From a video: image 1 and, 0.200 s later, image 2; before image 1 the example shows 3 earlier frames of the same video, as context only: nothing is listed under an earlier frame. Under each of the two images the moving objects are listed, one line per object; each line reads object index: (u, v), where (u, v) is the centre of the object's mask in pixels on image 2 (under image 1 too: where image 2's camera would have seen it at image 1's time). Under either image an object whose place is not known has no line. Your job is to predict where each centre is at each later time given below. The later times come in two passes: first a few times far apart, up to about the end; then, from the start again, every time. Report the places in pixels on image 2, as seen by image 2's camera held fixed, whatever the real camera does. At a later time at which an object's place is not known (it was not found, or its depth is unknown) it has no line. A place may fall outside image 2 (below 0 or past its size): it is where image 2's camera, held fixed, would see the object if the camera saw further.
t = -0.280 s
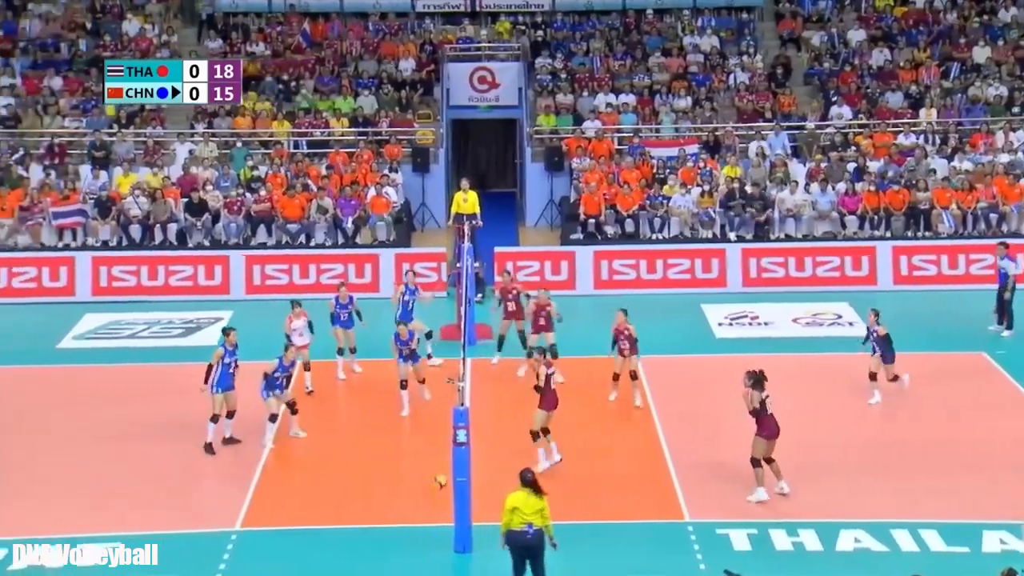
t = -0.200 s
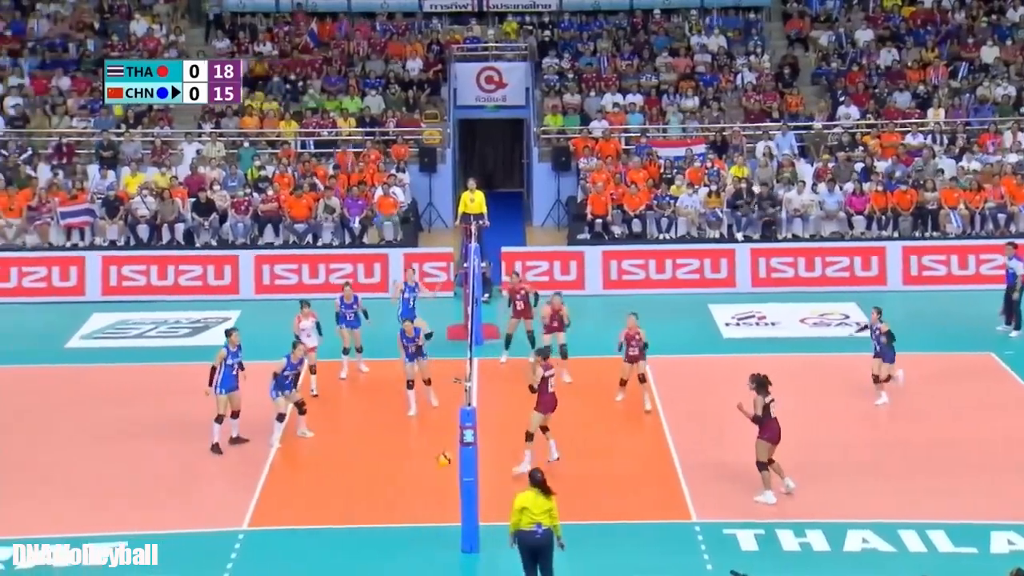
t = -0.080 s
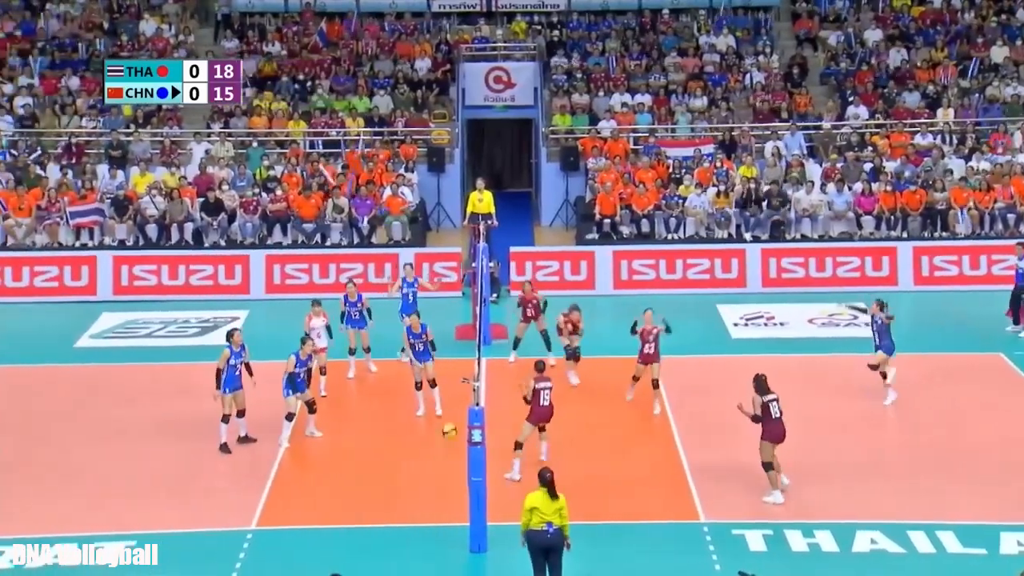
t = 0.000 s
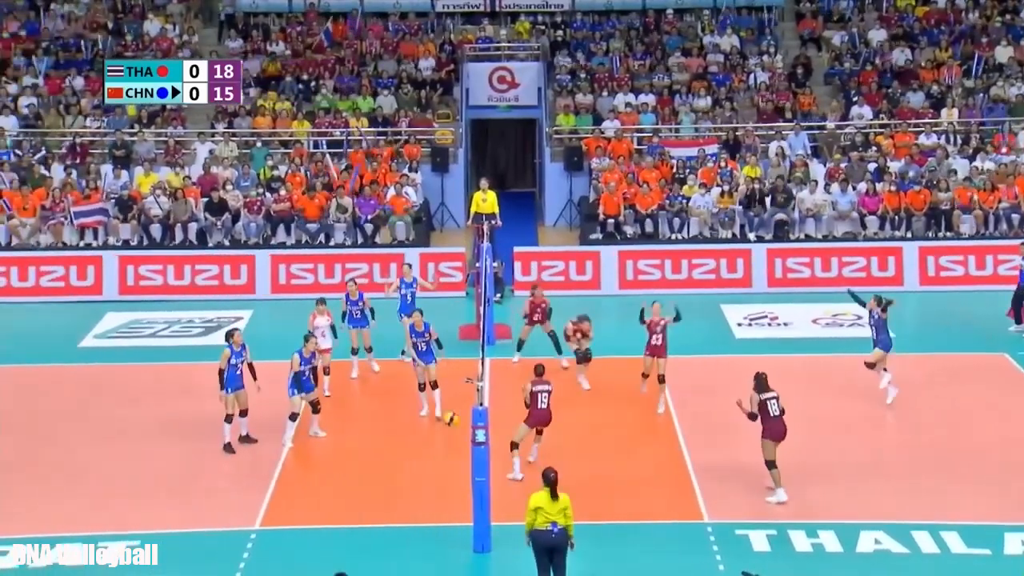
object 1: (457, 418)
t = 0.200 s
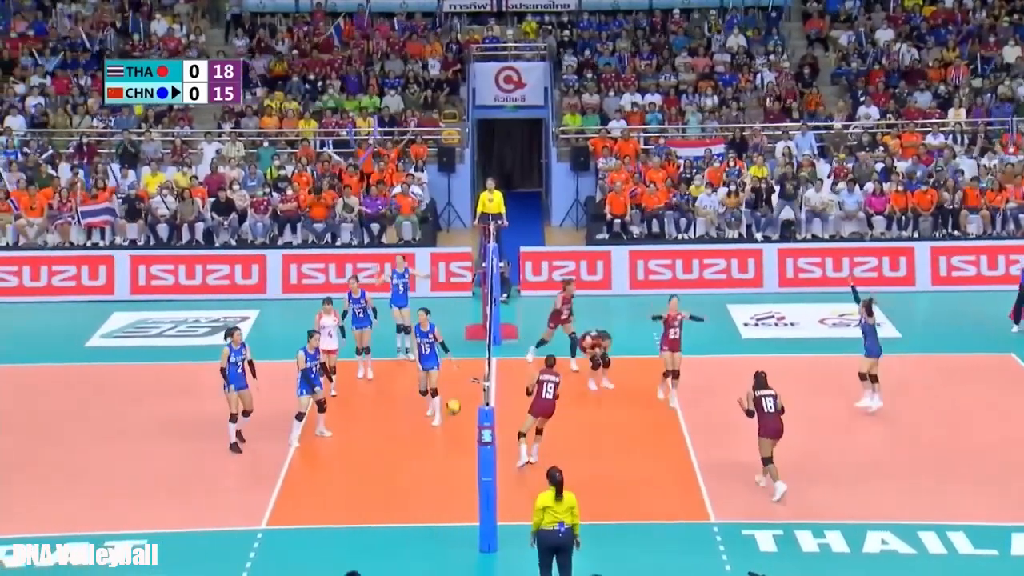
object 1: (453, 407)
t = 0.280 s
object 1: (451, 410)
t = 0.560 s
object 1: (443, 464)
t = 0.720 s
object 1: (438, 523)
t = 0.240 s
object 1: (451, 408)
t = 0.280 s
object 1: (451, 410)
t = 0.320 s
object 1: (448, 414)
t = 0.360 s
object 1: (449, 420)
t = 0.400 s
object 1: (446, 426)
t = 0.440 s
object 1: (447, 433)
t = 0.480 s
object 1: (444, 442)
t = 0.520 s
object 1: (445, 453)
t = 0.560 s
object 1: (443, 464)
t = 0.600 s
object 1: (443, 476)
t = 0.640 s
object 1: (440, 491)
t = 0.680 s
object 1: (441, 505)
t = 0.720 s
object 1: (438, 523)
